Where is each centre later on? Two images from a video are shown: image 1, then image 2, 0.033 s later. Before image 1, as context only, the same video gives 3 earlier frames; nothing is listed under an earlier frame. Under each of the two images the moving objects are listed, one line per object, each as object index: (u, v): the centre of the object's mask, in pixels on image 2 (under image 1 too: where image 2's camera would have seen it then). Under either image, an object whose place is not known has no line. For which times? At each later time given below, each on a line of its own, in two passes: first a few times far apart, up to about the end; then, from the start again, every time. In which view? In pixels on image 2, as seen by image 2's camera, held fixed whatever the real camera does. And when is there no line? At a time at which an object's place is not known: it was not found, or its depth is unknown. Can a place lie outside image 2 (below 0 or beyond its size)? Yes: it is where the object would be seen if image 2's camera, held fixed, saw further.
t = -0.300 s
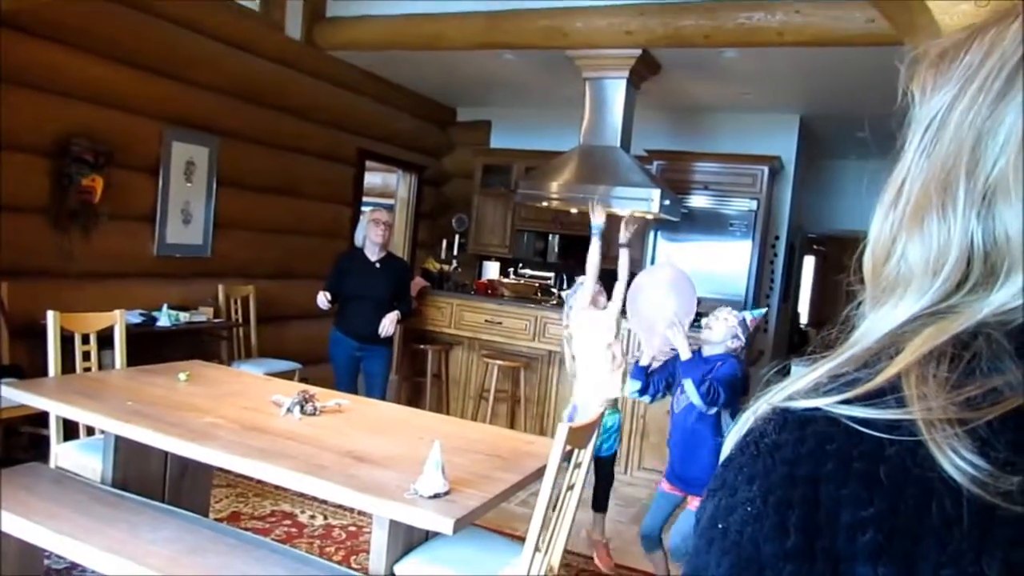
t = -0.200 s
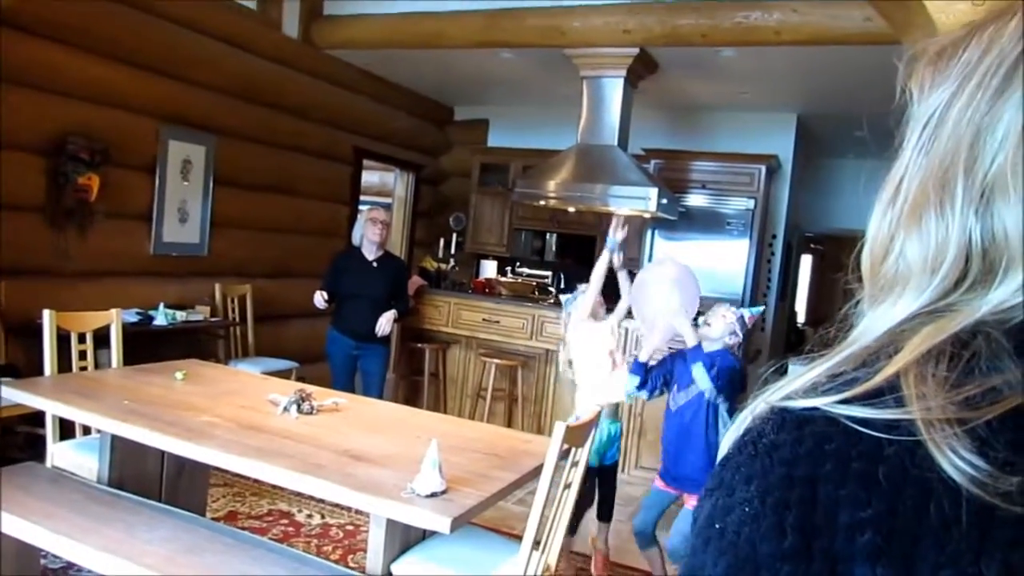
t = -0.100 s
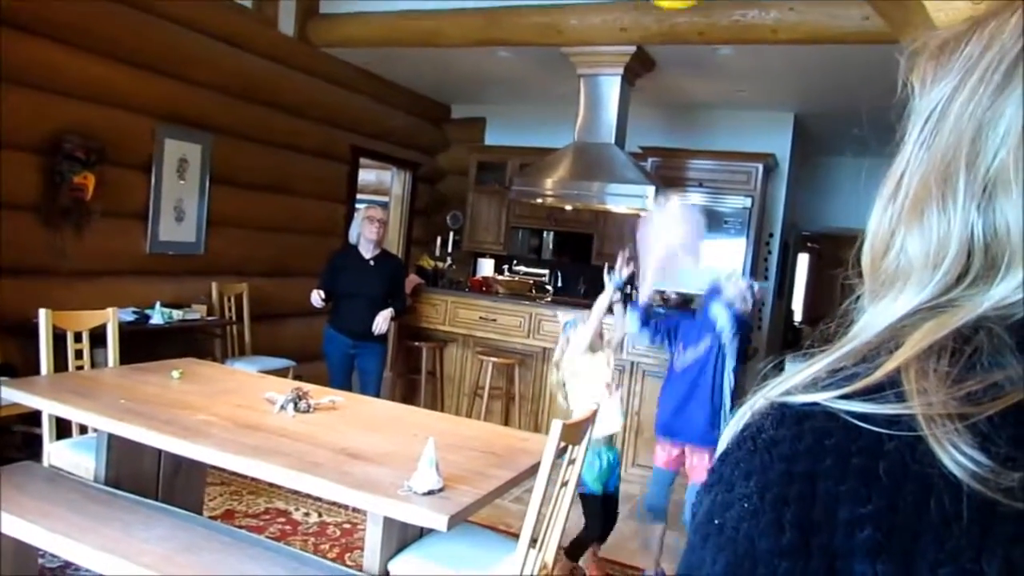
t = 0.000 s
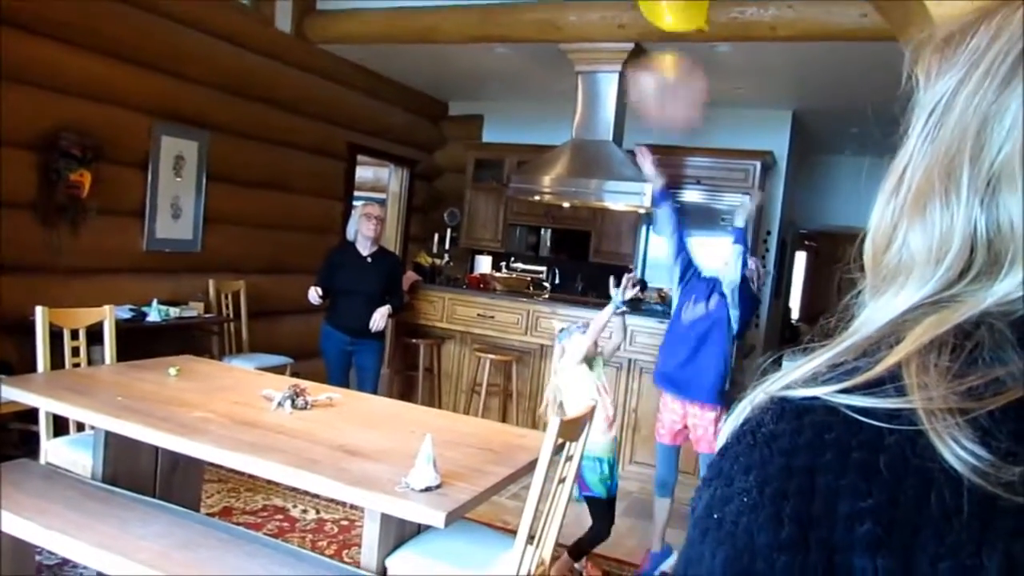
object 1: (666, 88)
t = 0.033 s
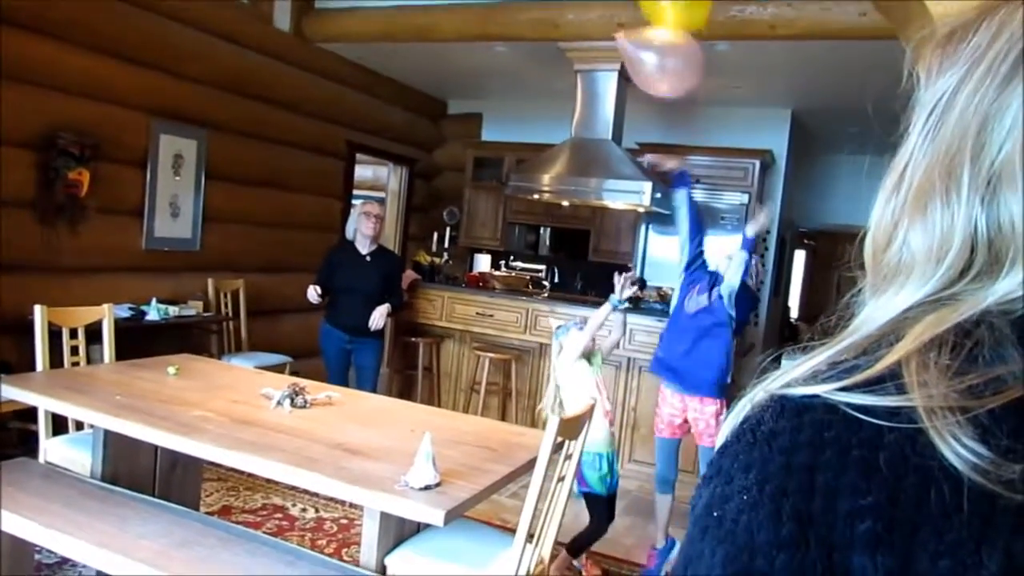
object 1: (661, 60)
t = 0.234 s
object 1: (608, 49)
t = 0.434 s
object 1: (569, 55)
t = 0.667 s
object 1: (539, 74)
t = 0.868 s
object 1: (519, 101)
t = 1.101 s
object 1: (503, 145)
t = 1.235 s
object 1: (495, 172)
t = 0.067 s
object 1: (652, 57)
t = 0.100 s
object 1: (643, 55)
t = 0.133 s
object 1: (633, 53)
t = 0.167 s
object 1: (625, 51)
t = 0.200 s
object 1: (616, 50)
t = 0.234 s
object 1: (608, 49)
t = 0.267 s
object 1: (600, 48)
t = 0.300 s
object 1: (592, 50)
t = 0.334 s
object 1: (586, 51)
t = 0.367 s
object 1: (580, 53)
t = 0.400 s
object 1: (574, 54)
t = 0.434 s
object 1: (569, 55)
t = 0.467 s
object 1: (564, 58)
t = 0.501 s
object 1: (559, 59)
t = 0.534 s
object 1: (555, 62)
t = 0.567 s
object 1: (551, 64)
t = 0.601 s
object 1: (547, 67)
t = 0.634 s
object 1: (543, 70)
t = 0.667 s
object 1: (539, 74)
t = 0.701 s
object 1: (535, 78)
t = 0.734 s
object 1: (532, 82)
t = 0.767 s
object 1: (528, 86)
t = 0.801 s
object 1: (525, 91)
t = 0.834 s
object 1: (522, 96)
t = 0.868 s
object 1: (519, 101)
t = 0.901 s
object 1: (516, 107)
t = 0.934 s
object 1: (514, 113)
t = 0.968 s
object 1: (511, 120)
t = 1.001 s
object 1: (509, 126)
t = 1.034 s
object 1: (507, 132)
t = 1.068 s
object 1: (505, 139)
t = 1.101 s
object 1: (503, 145)
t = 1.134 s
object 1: (501, 152)
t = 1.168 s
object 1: (498, 159)
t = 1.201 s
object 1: (497, 165)
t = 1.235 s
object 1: (495, 172)
